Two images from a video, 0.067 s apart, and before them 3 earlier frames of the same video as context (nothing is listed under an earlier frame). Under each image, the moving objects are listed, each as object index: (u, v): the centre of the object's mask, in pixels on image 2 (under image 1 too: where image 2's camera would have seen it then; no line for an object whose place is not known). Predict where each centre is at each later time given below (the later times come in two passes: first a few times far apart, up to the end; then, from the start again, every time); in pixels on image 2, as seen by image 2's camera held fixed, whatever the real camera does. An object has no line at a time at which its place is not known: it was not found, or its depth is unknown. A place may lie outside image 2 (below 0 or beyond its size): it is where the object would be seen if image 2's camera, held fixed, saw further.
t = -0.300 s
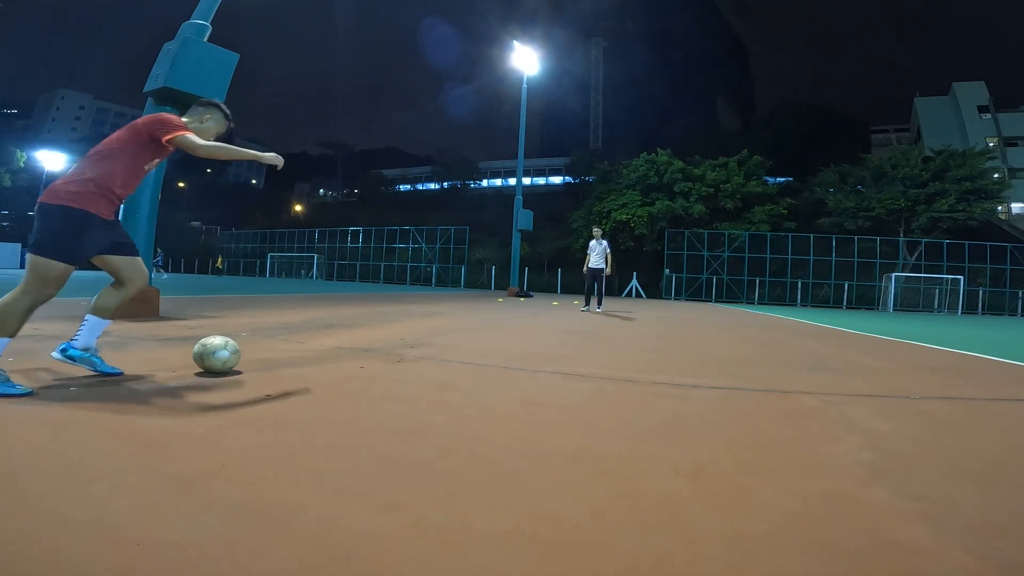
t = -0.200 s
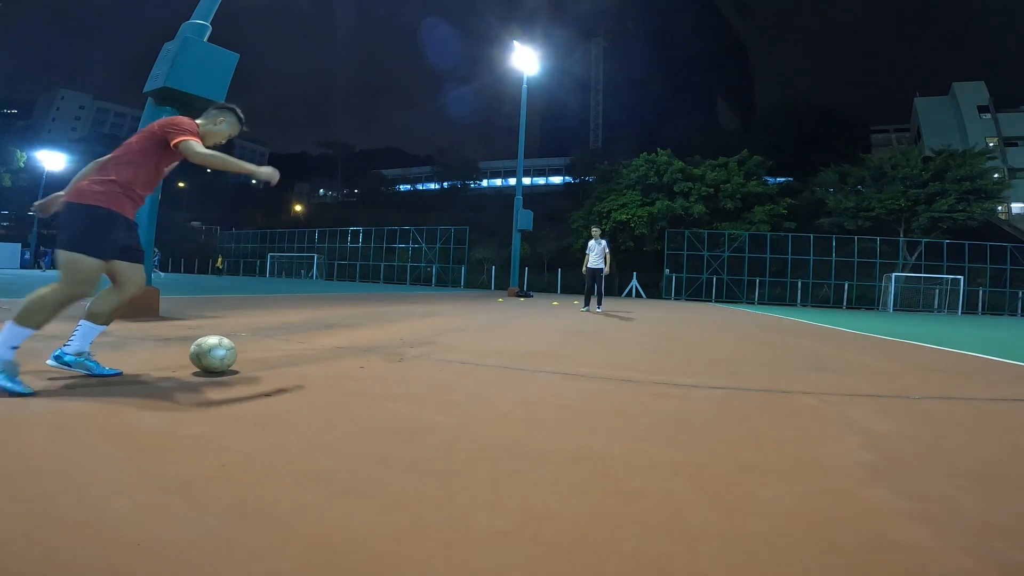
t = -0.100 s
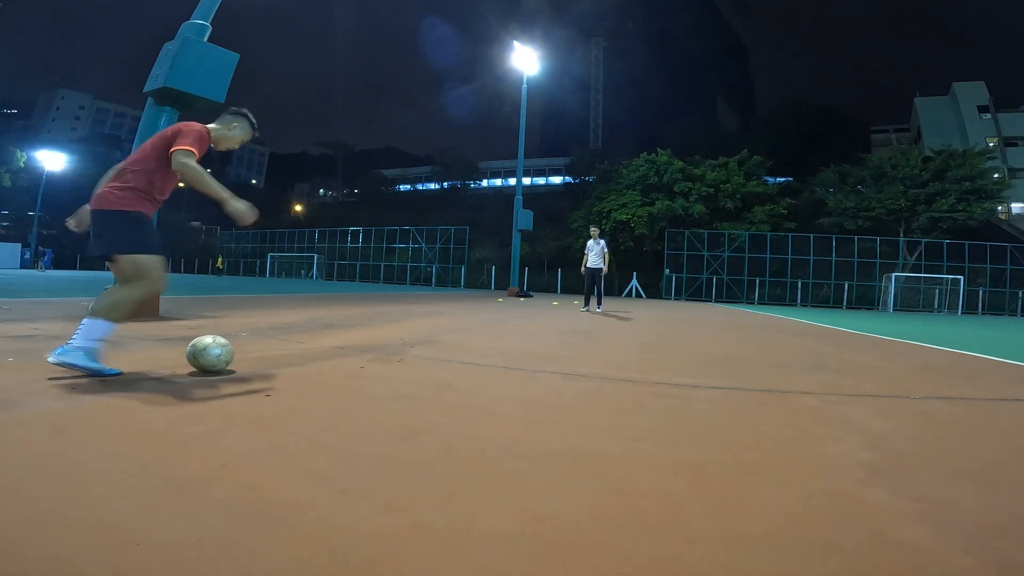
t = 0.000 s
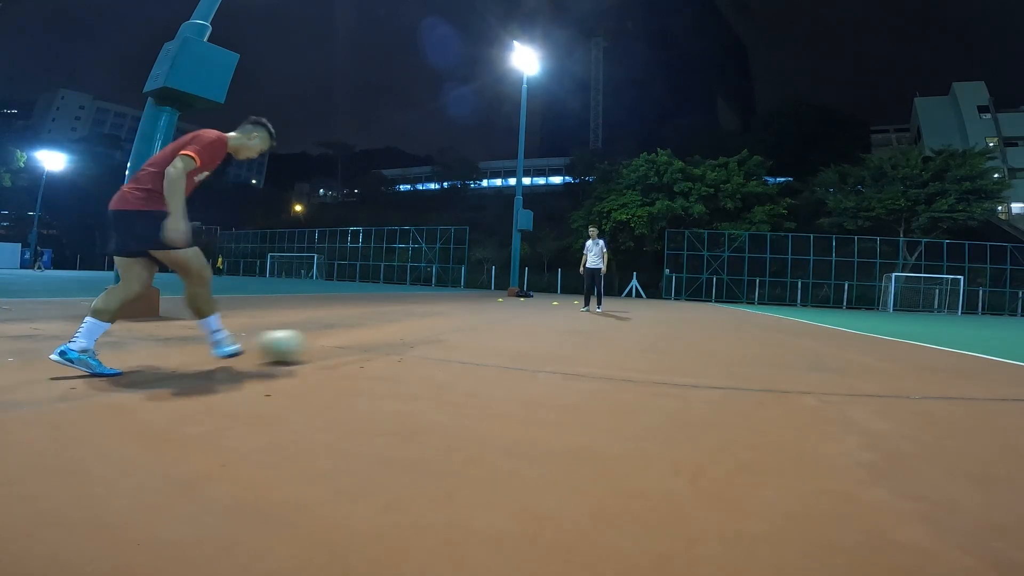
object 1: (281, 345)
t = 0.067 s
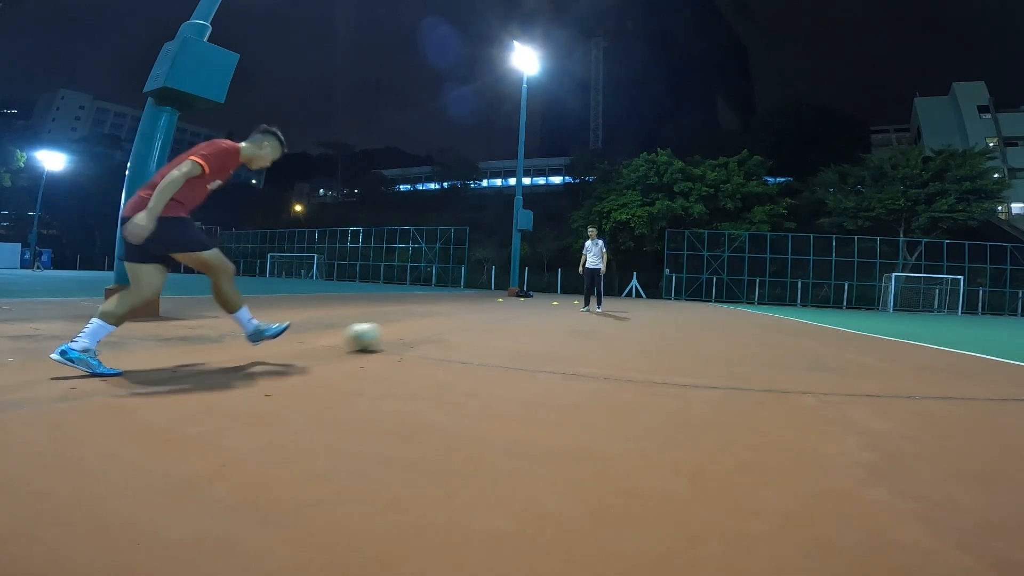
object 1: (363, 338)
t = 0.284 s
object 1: (489, 322)
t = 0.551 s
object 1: (547, 312)
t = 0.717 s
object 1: (568, 310)
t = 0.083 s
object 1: (379, 335)
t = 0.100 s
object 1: (393, 333)
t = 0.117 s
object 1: (405, 332)
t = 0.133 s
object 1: (418, 331)
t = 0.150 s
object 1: (429, 329)
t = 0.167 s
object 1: (438, 328)
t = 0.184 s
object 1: (447, 326)
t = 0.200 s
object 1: (456, 326)
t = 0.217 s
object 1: (464, 325)
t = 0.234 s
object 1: (471, 324)
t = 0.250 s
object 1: (477, 323)
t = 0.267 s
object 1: (483, 322)
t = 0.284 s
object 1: (489, 322)
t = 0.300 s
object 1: (494, 321)
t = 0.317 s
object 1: (499, 320)
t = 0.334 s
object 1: (503, 320)
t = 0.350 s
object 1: (508, 319)
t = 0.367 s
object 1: (512, 319)
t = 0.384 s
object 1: (516, 318)
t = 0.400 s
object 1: (520, 317)
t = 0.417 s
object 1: (523, 317)
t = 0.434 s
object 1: (527, 316)
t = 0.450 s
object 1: (529, 316)
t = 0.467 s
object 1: (532, 315)
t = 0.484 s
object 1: (536, 315)
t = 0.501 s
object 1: (538, 315)
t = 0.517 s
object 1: (541, 314)
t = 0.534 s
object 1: (544, 313)
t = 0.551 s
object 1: (547, 312)
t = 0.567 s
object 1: (549, 312)
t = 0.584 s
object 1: (551, 312)
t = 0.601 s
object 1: (554, 312)
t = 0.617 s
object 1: (556, 312)
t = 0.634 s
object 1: (558, 311)
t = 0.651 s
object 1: (561, 311)
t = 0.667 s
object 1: (563, 311)
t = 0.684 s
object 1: (565, 311)
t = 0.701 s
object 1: (566, 310)
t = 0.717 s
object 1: (568, 310)
